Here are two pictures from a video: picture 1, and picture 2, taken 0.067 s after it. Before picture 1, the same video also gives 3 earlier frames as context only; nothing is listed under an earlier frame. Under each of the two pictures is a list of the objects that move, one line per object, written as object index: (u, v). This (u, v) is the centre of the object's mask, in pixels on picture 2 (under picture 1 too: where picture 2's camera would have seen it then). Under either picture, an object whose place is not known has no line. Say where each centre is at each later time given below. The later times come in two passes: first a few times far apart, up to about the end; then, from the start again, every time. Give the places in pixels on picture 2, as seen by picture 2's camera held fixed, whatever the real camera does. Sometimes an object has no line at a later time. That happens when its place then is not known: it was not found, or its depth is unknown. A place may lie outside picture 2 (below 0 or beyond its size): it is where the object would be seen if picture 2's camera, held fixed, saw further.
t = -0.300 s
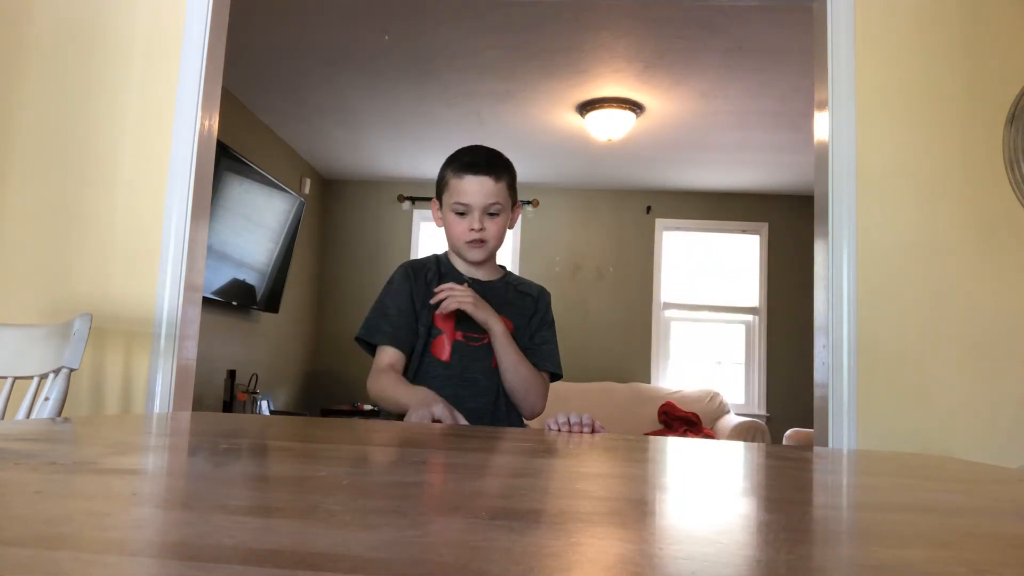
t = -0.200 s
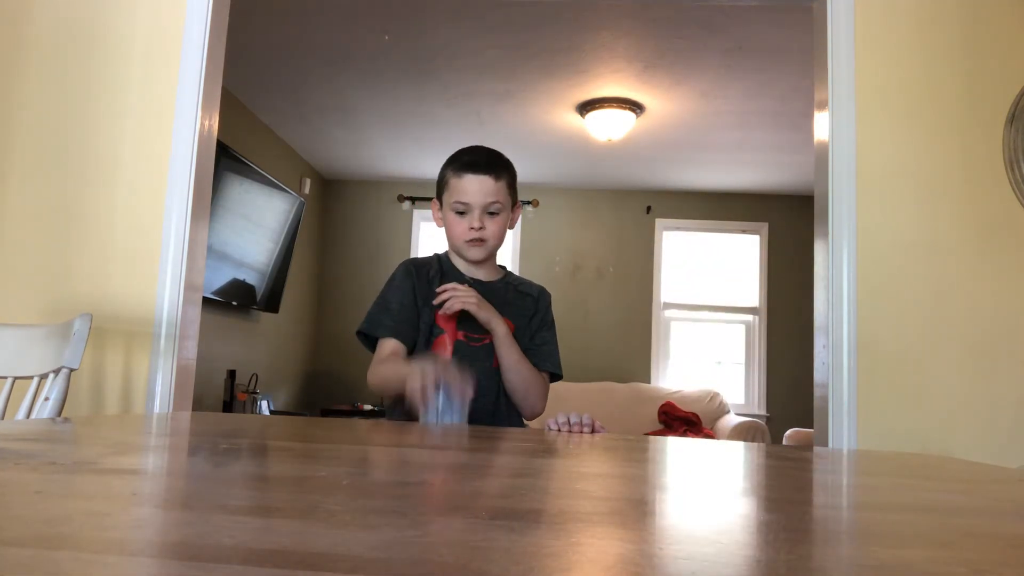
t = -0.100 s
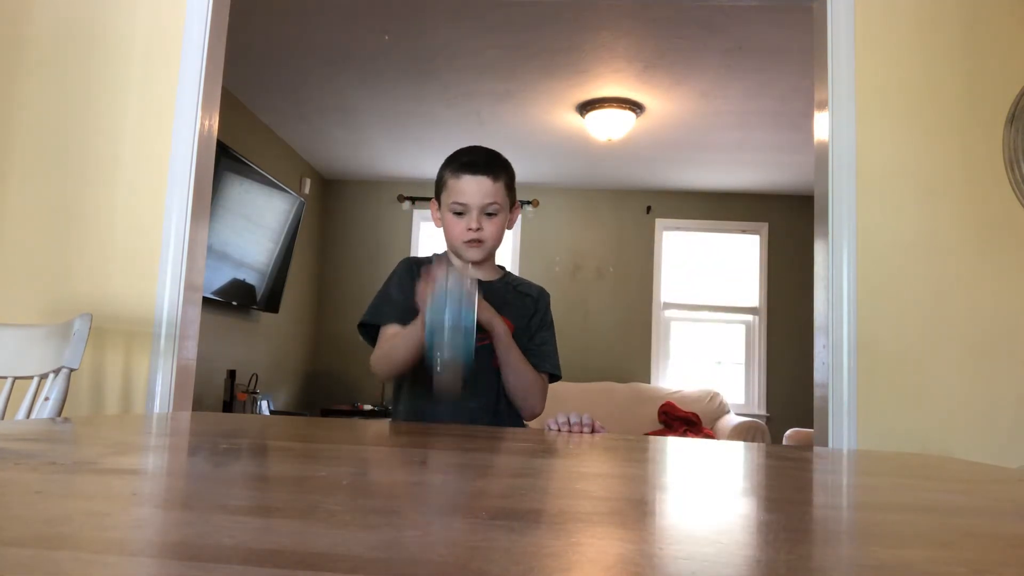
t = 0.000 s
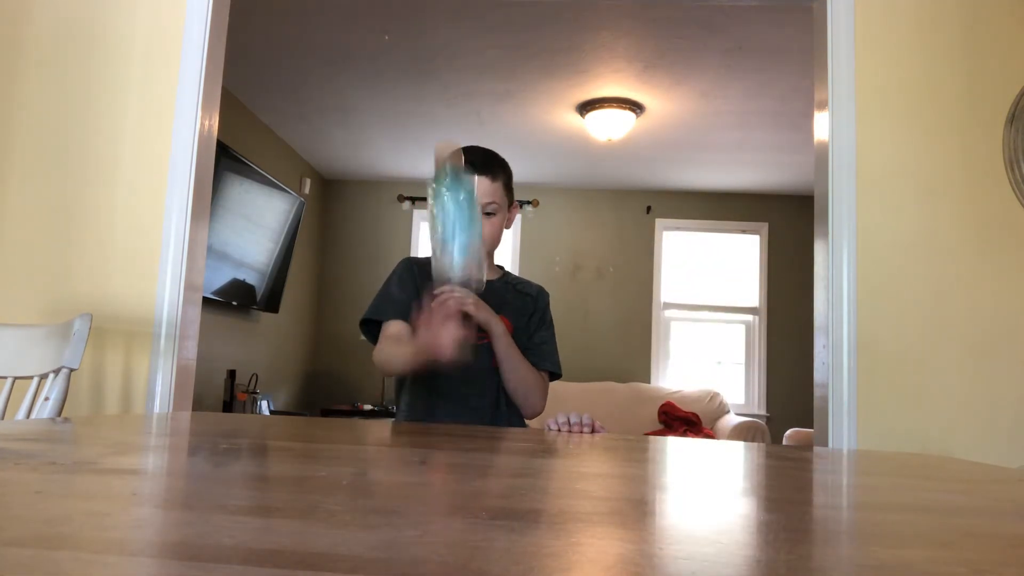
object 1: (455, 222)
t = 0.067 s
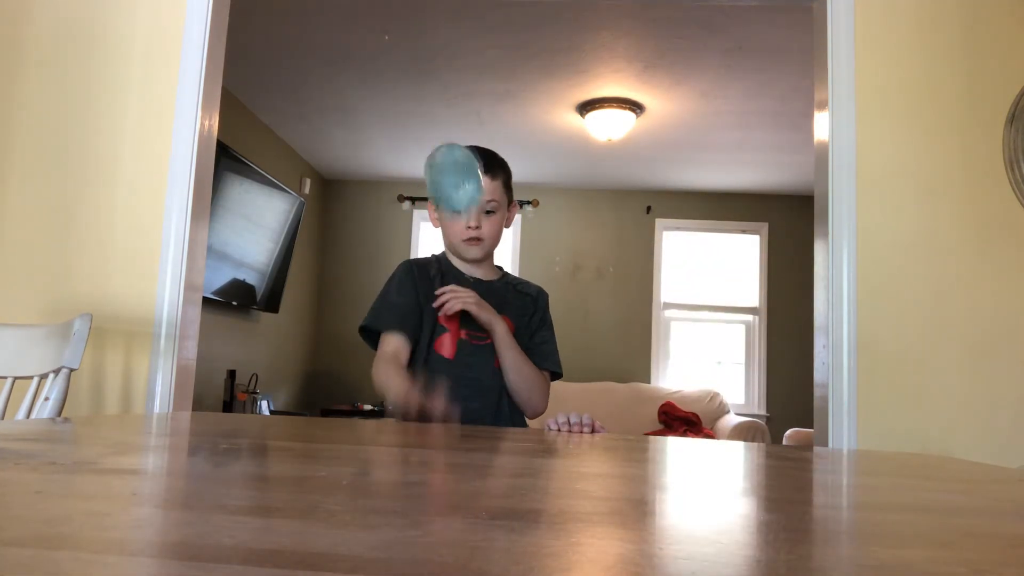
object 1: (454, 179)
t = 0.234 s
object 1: (442, 252)
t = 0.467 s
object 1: (432, 359)
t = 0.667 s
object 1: (430, 400)
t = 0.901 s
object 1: (427, 400)
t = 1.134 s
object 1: (422, 400)
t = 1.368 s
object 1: (422, 400)
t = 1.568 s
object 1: (424, 400)
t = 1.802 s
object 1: (425, 400)
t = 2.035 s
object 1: (424, 400)
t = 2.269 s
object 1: (423, 400)
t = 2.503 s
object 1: (424, 400)
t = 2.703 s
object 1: (424, 400)
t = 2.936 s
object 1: (423, 400)
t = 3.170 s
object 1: (423, 400)
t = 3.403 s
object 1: (424, 400)
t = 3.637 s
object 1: (423, 400)
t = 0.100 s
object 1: (450, 160)
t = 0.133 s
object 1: (448, 164)
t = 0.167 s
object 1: (447, 176)
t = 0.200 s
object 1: (445, 209)
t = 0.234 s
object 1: (442, 252)
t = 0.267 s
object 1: (438, 297)
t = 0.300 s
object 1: (435, 337)
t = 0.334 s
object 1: (435, 332)
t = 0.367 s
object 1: (433, 333)
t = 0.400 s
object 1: (432, 344)
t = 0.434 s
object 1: (431, 350)
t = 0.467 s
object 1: (432, 359)
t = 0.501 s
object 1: (434, 378)
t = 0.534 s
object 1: (434, 396)
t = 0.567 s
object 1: (433, 396)
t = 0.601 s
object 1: (432, 399)
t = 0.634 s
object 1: (431, 399)
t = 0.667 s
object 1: (430, 400)
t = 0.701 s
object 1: (431, 400)
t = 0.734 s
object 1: (431, 400)
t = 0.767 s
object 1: (431, 400)
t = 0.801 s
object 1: (430, 400)
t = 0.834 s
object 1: (430, 400)
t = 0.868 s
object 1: (429, 400)
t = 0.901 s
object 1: (427, 400)
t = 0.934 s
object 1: (427, 400)
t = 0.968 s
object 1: (426, 400)
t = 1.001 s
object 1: (426, 400)
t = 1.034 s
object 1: (426, 400)
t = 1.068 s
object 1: (426, 400)
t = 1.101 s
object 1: (424, 400)
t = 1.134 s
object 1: (422, 400)
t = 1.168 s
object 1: (422, 400)
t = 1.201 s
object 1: (422, 400)
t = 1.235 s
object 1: (422, 400)
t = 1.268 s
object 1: (422, 400)
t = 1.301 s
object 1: (422, 400)
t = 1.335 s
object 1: (422, 400)
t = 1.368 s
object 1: (422, 400)
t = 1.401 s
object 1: (422, 400)
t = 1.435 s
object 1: (423, 400)
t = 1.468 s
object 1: (424, 400)
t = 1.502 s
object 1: (424, 400)
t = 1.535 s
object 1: (424, 400)
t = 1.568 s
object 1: (424, 400)
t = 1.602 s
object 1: (425, 400)
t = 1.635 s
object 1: (425, 400)
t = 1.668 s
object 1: (425, 400)
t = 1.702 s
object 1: (425, 400)
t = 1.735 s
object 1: (426, 400)
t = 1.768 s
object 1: (425, 400)
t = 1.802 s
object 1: (425, 400)
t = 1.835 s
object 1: (425, 400)
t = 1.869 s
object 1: (425, 400)
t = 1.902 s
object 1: (425, 400)
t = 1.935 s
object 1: (425, 400)
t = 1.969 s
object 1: (425, 400)
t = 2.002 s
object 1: (425, 400)
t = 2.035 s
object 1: (424, 400)
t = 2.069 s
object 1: (424, 400)
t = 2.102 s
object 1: (425, 400)
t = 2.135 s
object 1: (424, 400)
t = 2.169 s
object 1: (424, 400)
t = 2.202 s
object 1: (424, 400)
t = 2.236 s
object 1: (423, 400)
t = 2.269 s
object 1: (423, 400)
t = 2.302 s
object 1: (423, 400)
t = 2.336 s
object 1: (424, 400)
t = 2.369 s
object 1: (424, 400)
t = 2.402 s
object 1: (424, 400)
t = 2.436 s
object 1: (424, 400)
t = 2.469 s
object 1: (424, 400)
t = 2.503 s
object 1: (424, 400)
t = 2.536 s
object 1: (424, 400)
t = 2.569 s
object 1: (424, 400)
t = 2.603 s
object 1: (424, 400)
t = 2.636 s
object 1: (424, 400)
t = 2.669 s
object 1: (424, 400)
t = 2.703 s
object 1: (424, 400)
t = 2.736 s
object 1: (424, 400)
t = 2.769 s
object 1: (424, 400)
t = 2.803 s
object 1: (424, 400)
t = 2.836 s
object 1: (423, 400)
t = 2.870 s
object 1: (423, 400)
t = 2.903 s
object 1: (423, 400)
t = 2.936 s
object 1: (423, 400)
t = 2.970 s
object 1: (423, 400)
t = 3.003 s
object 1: (423, 400)
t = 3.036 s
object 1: (423, 400)
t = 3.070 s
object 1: (423, 400)
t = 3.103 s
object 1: (423, 400)
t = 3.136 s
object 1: (423, 400)
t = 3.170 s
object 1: (423, 400)
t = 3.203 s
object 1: (424, 400)
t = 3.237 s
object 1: (424, 400)
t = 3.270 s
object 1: (424, 400)
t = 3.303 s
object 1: (424, 400)
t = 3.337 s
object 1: (424, 400)
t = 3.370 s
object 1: (424, 400)
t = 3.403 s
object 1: (424, 400)
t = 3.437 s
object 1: (424, 400)
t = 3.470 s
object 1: (424, 400)
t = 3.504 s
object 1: (424, 400)
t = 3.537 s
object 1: (424, 400)
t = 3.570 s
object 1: (423, 400)
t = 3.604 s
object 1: (423, 400)
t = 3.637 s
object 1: (423, 400)
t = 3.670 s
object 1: (423, 400)
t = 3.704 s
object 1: (423, 400)
